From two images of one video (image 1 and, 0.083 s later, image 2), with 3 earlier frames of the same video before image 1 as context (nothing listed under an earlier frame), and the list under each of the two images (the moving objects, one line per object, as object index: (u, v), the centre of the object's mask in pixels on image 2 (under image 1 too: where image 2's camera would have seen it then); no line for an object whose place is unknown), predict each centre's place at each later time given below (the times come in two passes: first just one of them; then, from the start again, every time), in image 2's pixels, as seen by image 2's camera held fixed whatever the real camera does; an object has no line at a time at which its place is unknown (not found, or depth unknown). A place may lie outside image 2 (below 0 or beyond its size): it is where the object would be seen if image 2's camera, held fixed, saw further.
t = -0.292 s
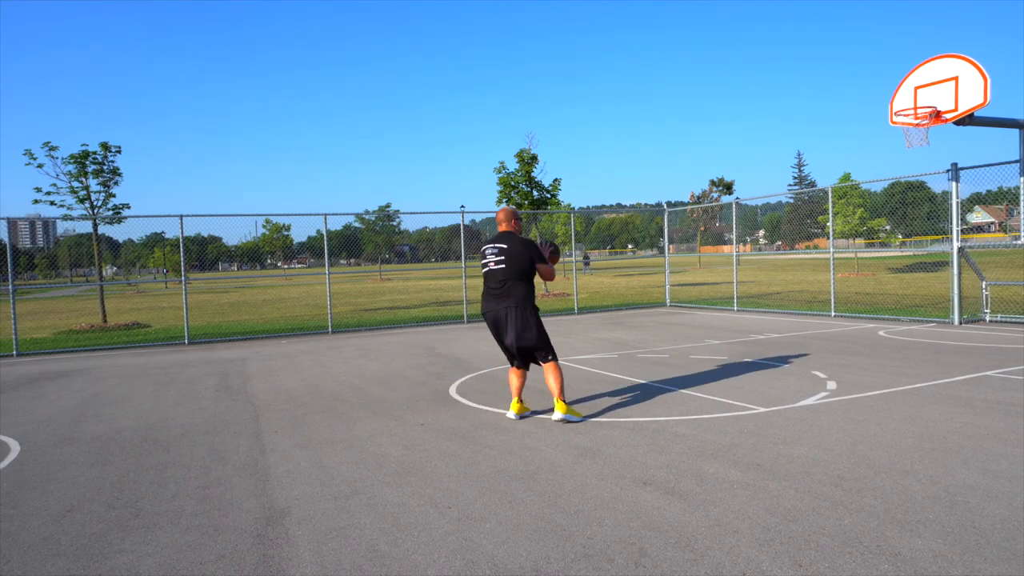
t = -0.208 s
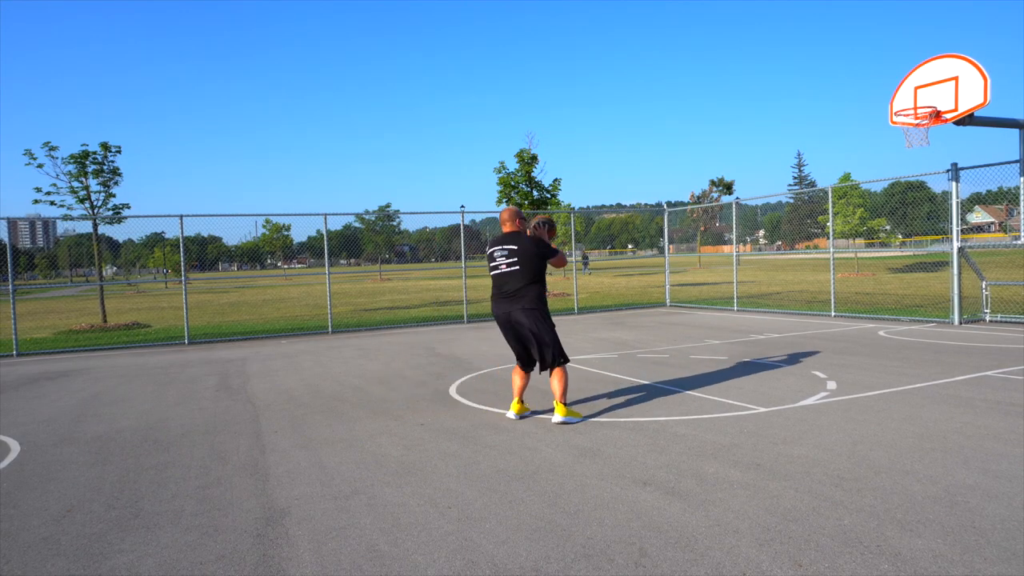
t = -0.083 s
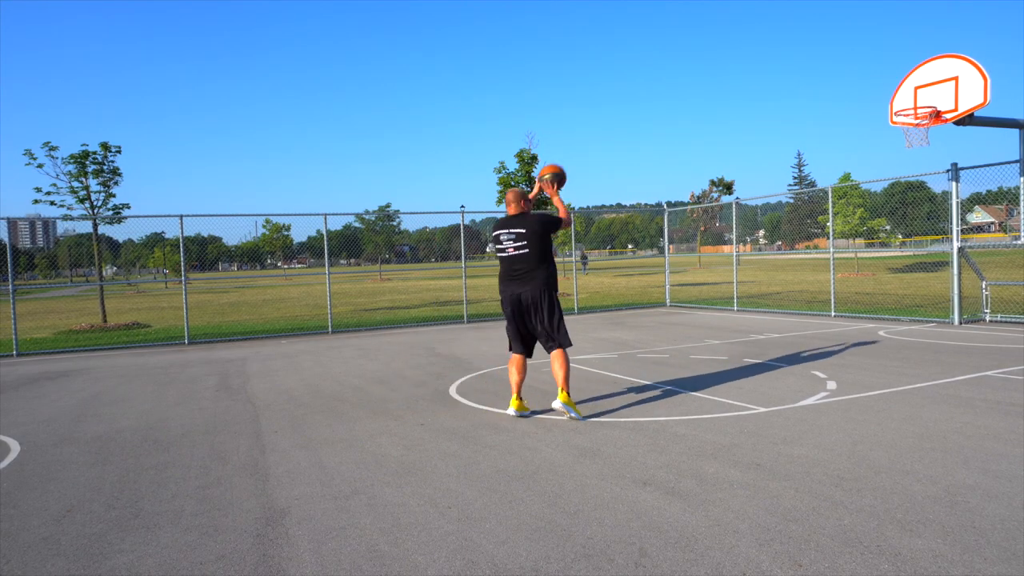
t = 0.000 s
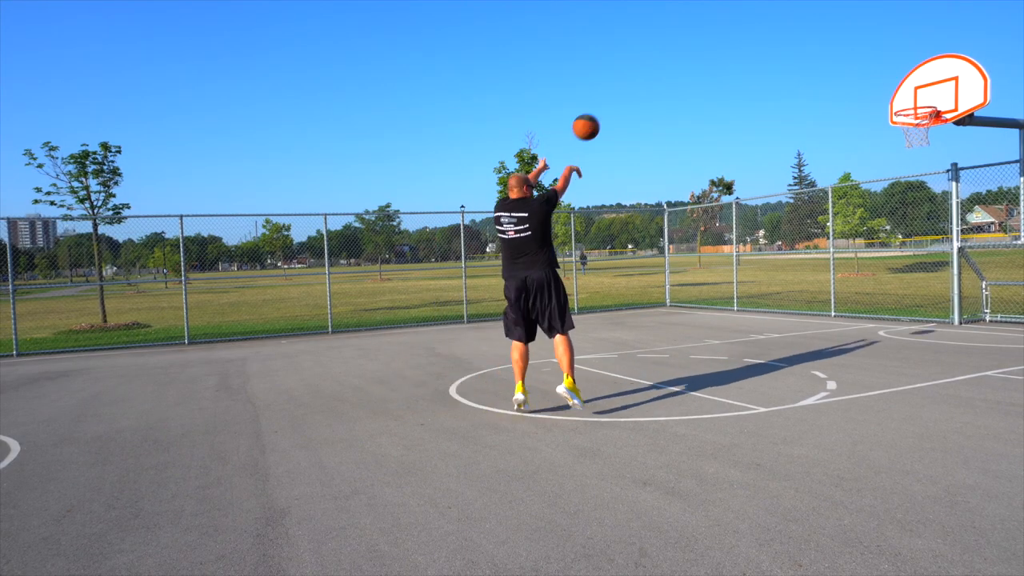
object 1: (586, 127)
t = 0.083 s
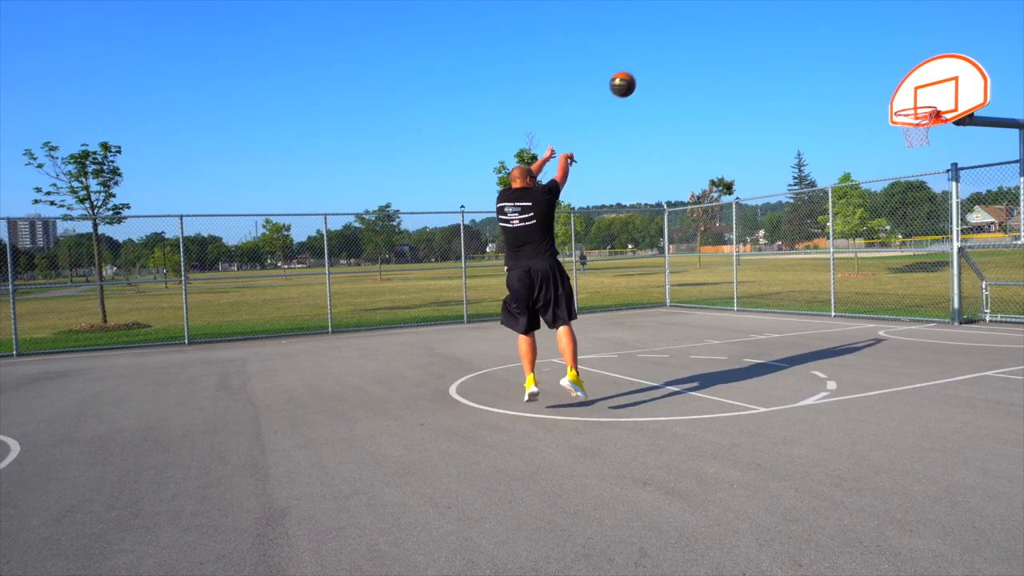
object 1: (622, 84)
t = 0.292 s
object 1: (705, 17)
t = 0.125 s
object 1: (640, 66)
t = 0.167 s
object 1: (657, 51)
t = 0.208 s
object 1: (673, 38)
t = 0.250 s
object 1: (689, 27)
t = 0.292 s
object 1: (705, 17)
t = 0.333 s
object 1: (720, 10)
